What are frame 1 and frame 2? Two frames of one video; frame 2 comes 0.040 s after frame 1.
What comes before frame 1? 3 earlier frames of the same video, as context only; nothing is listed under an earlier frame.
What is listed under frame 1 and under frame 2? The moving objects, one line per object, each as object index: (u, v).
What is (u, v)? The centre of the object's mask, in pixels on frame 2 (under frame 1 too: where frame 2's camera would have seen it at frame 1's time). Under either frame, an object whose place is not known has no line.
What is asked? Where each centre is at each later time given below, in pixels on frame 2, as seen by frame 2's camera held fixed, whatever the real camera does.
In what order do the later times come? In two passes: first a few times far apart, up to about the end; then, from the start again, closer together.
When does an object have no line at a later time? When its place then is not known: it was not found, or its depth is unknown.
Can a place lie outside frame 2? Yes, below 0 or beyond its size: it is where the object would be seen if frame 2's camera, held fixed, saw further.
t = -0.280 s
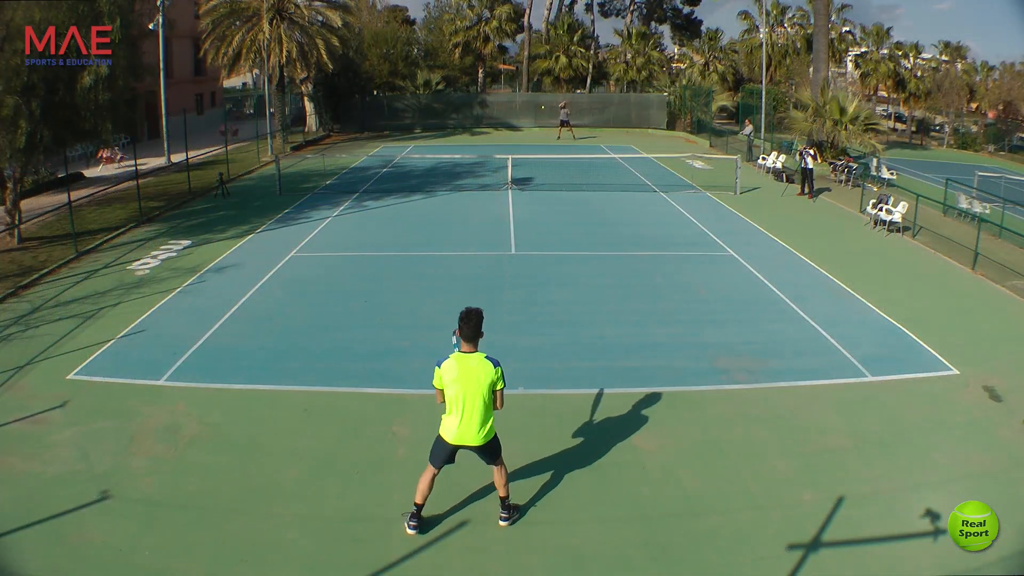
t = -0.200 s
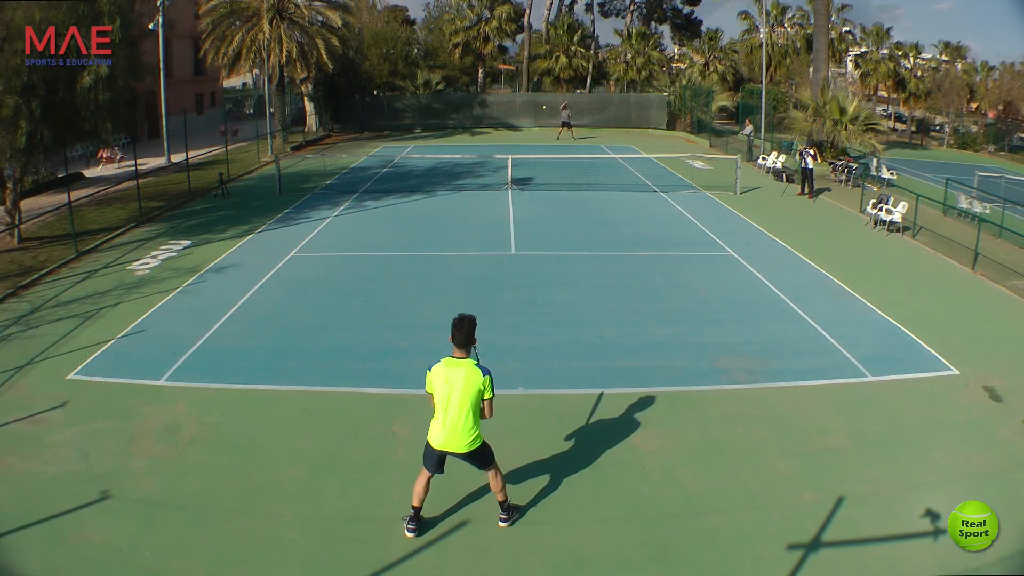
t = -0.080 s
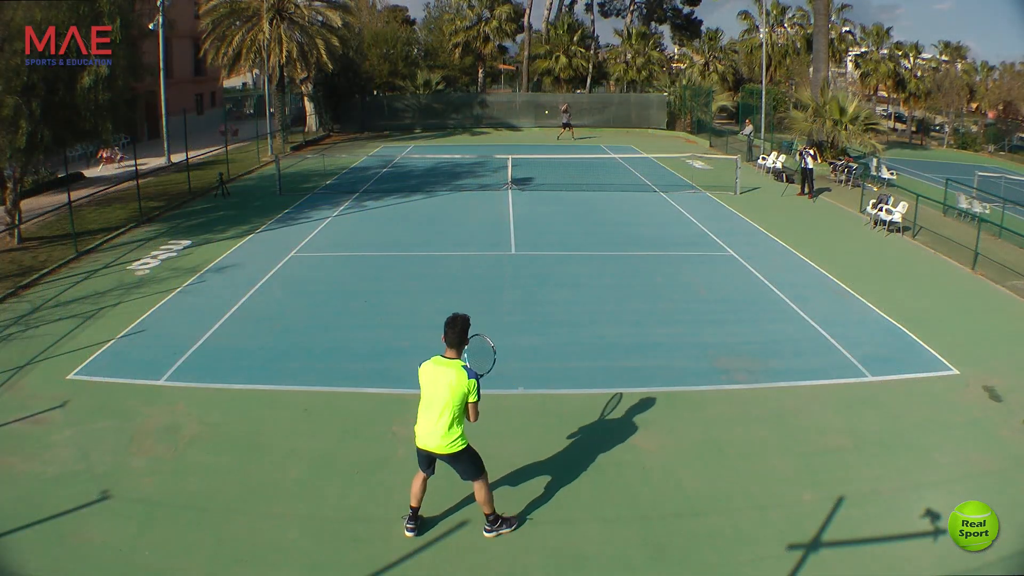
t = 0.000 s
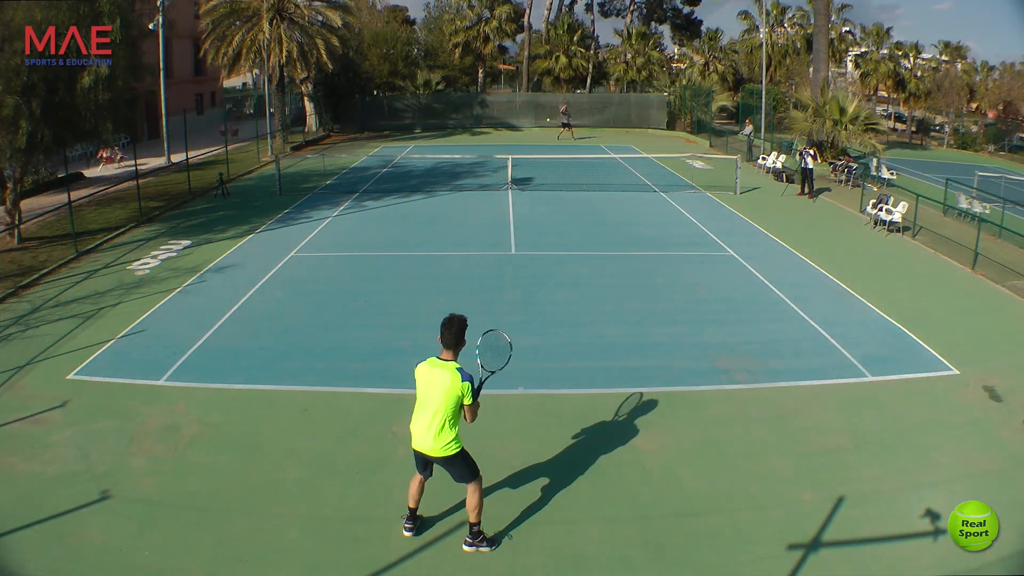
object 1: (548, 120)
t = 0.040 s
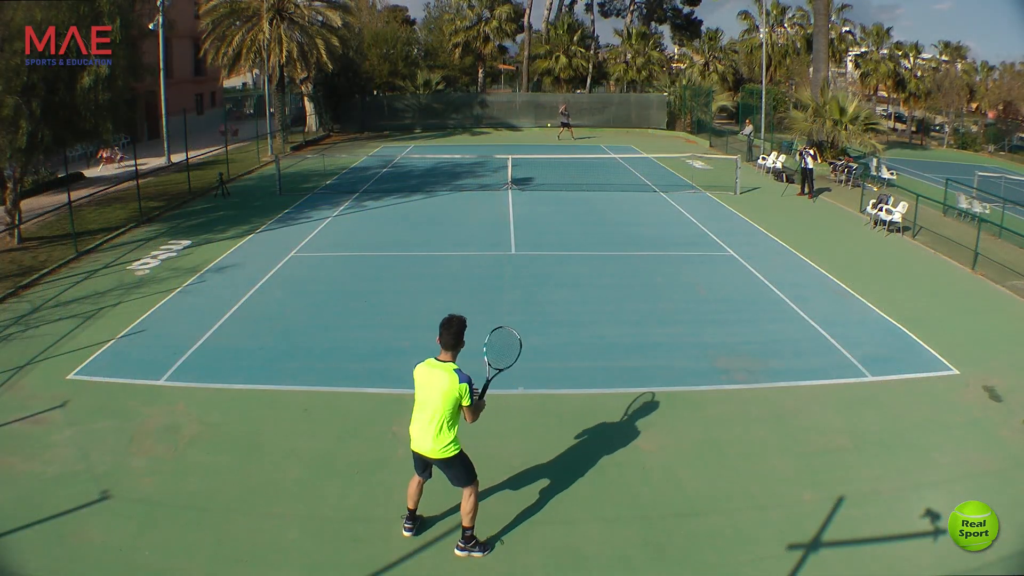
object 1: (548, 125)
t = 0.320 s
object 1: (555, 205)
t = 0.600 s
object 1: (564, 261)
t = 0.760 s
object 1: (573, 264)
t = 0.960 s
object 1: (589, 320)
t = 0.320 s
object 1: (555, 205)
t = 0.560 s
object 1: (562, 263)
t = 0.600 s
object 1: (564, 261)
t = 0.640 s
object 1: (566, 259)
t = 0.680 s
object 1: (568, 259)
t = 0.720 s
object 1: (571, 261)
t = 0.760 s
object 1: (573, 264)
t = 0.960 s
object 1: (589, 320)
